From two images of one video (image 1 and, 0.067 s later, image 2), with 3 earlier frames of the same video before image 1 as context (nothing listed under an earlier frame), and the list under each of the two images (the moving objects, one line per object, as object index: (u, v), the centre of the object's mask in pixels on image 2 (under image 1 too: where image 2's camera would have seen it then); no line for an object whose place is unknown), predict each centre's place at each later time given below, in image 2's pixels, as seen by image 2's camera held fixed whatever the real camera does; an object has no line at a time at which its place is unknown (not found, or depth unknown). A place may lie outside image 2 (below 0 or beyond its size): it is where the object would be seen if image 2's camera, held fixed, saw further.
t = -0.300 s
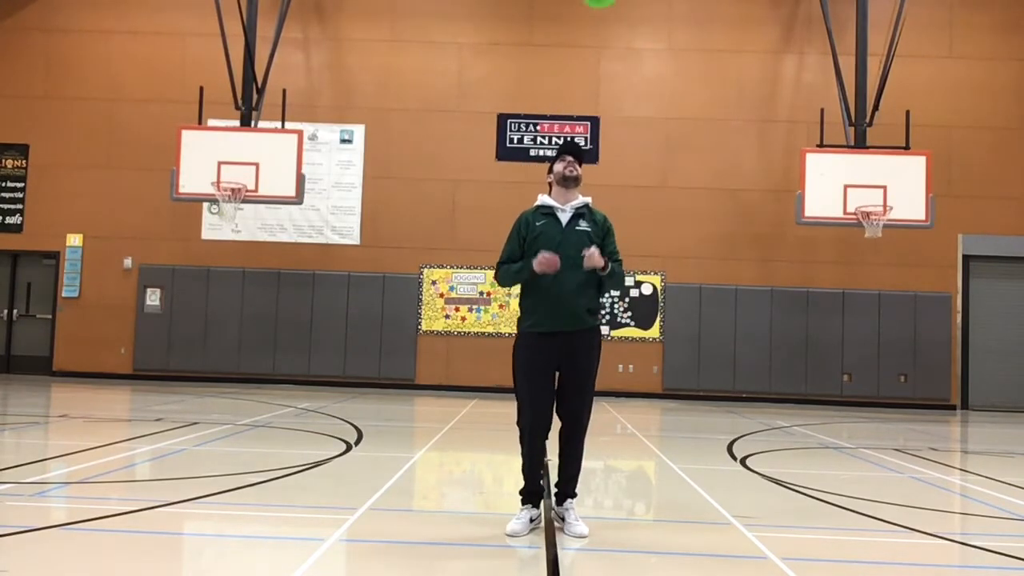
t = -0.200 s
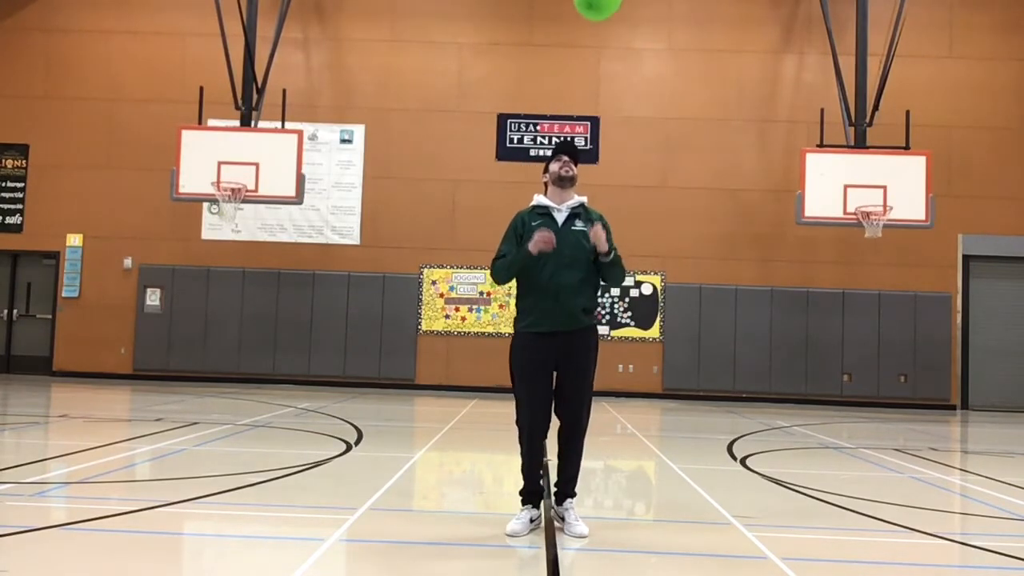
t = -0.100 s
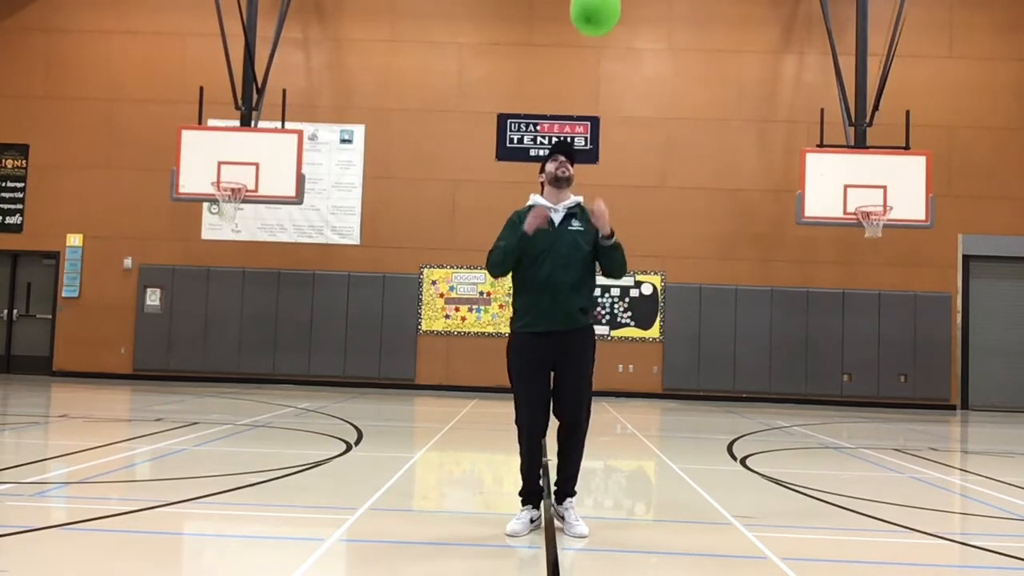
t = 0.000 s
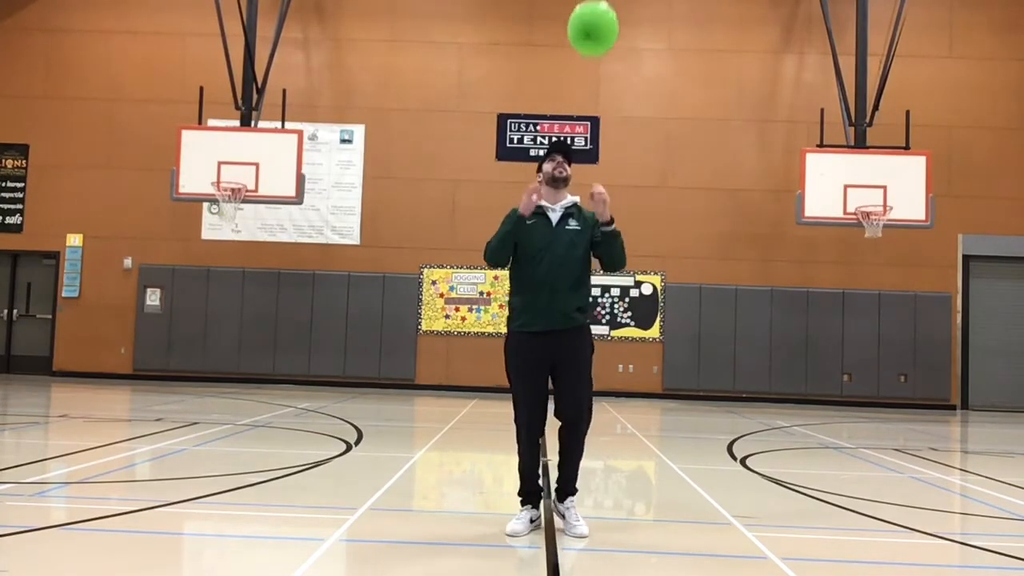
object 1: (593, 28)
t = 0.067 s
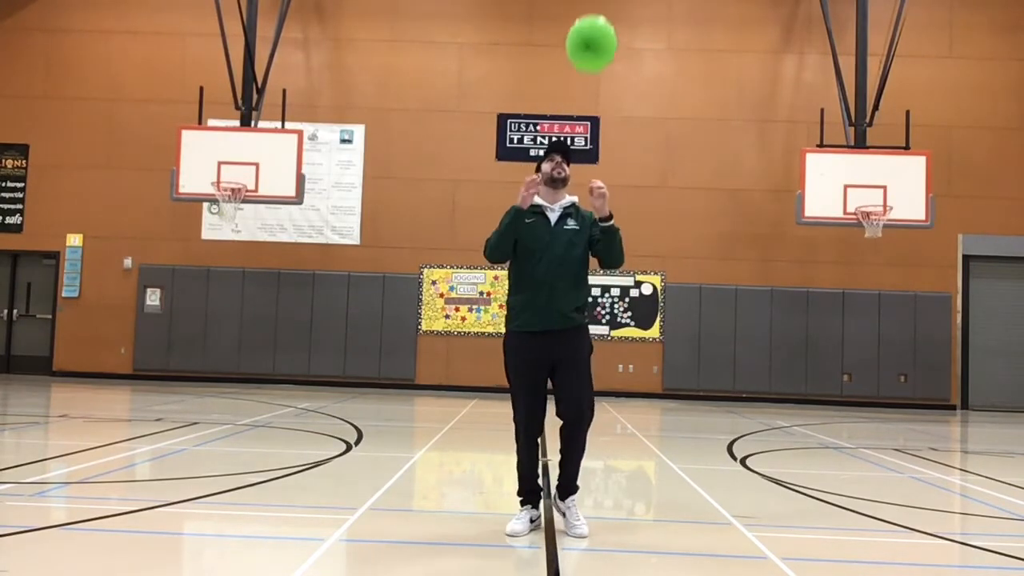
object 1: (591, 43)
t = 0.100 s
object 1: (591, 51)
